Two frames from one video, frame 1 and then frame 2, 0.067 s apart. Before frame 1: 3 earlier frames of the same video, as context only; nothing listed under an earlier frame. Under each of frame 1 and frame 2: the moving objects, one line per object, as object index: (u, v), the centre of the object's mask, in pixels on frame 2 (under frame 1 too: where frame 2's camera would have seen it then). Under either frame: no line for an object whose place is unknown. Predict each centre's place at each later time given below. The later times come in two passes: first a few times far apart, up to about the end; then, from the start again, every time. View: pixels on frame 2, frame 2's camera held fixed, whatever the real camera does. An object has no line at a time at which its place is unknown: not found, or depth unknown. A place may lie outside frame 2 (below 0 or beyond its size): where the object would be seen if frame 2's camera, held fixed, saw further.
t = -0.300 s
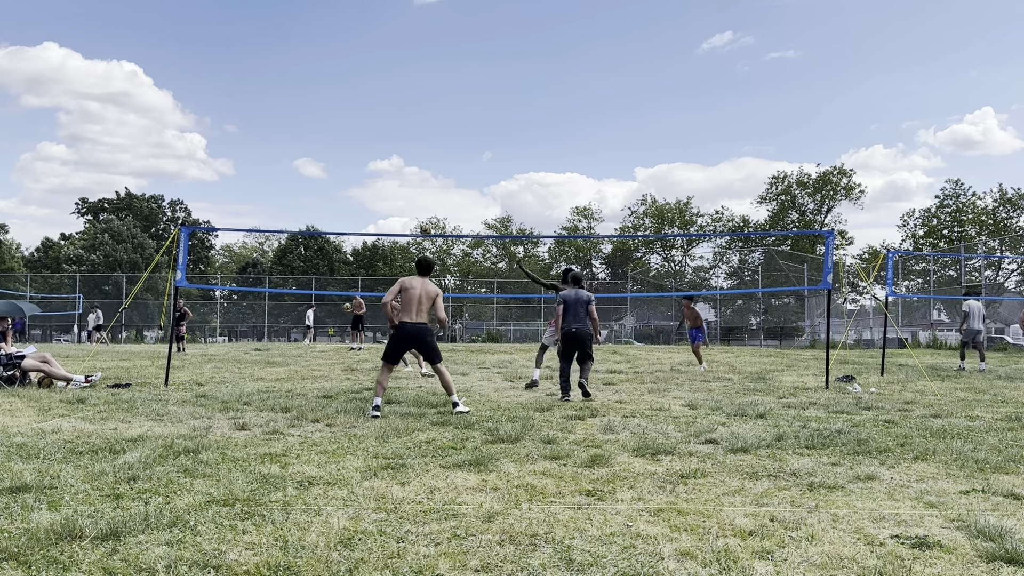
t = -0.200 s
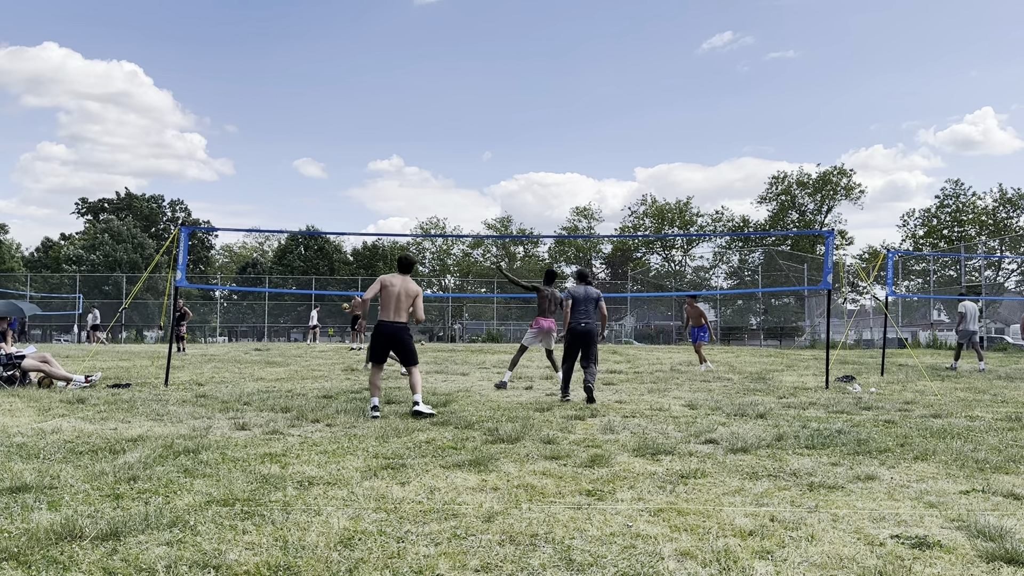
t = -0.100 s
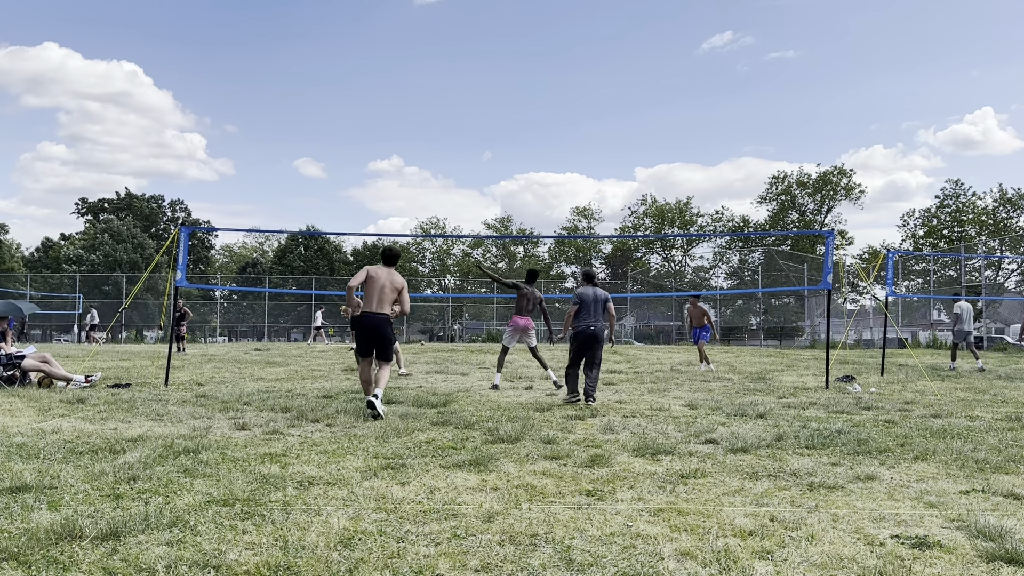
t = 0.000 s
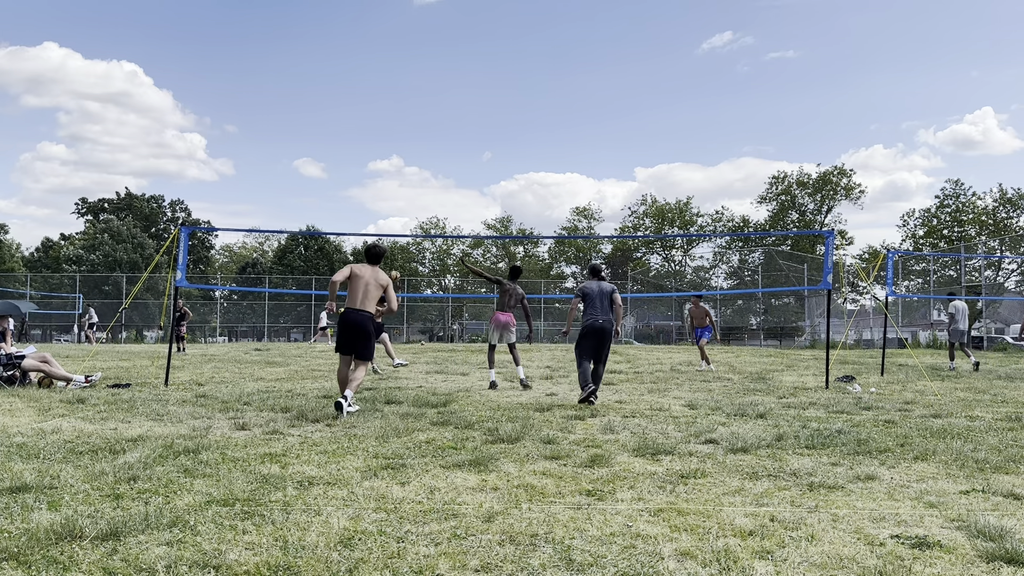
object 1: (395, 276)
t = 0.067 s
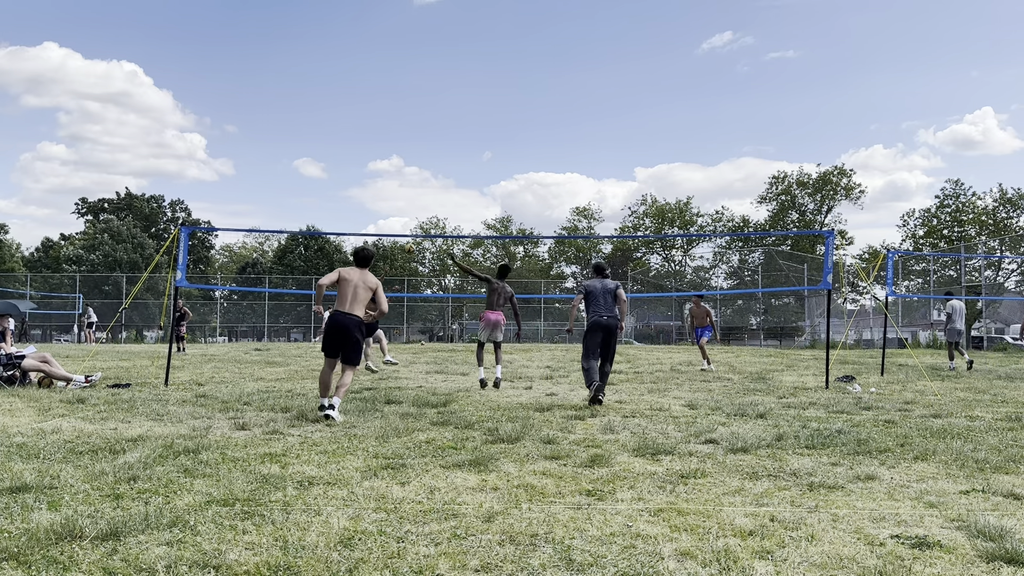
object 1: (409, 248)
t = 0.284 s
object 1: (459, 175)
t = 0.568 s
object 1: (523, 115)
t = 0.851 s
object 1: (585, 102)
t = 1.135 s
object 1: (646, 133)
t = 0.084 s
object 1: (413, 243)
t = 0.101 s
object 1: (417, 235)
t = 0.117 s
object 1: (421, 230)
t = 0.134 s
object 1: (425, 224)
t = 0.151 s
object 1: (429, 218)
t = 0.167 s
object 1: (432, 212)
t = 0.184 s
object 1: (436, 206)
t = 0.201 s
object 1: (440, 201)
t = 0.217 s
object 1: (444, 195)
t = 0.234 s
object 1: (448, 190)
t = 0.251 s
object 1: (451, 185)
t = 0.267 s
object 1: (455, 180)
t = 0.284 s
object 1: (459, 175)
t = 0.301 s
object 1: (462, 170)
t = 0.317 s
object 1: (466, 166)
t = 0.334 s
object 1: (470, 161)
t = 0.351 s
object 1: (474, 157)
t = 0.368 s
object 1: (478, 153)
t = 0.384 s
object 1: (482, 149)
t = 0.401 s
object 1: (485, 145)
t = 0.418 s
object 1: (489, 141)
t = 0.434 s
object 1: (493, 138)
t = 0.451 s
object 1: (497, 134)
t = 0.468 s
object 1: (500, 131)
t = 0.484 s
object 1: (504, 128)
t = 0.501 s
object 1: (508, 125)
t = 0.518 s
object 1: (512, 123)
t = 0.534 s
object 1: (515, 120)
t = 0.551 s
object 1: (519, 118)
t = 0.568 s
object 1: (523, 115)
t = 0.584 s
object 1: (527, 113)
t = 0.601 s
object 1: (530, 111)
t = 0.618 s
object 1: (534, 110)
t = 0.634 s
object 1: (538, 108)
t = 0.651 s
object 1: (541, 107)
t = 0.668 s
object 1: (545, 105)
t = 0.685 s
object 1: (548, 104)
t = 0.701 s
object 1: (552, 103)
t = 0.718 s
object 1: (556, 103)
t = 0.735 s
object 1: (560, 102)
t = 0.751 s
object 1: (563, 102)
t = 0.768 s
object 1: (567, 101)
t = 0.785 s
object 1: (570, 101)
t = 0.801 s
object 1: (574, 101)
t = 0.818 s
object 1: (578, 101)
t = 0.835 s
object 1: (581, 101)
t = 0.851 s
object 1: (585, 102)
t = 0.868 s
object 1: (589, 102)
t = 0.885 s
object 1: (592, 103)
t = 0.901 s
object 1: (596, 104)
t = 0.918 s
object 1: (600, 105)
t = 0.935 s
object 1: (603, 106)
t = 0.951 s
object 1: (607, 108)
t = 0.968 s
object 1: (610, 109)
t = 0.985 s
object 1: (614, 111)
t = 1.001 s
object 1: (618, 113)
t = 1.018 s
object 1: (621, 115)
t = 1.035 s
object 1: (625, 117)
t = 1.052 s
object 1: (628, 119)
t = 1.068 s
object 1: (632, 121)
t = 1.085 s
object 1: (635, 124)
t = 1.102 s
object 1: (639, 127)
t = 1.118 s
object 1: (643, 130)
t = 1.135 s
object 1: (646, 133)
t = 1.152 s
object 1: (650, 136)
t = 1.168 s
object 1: (653, 139)
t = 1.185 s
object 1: (657, 143)
